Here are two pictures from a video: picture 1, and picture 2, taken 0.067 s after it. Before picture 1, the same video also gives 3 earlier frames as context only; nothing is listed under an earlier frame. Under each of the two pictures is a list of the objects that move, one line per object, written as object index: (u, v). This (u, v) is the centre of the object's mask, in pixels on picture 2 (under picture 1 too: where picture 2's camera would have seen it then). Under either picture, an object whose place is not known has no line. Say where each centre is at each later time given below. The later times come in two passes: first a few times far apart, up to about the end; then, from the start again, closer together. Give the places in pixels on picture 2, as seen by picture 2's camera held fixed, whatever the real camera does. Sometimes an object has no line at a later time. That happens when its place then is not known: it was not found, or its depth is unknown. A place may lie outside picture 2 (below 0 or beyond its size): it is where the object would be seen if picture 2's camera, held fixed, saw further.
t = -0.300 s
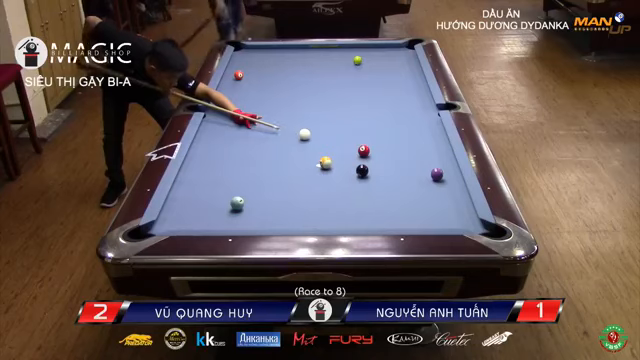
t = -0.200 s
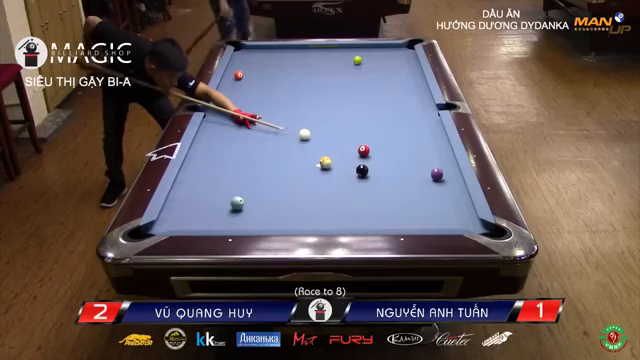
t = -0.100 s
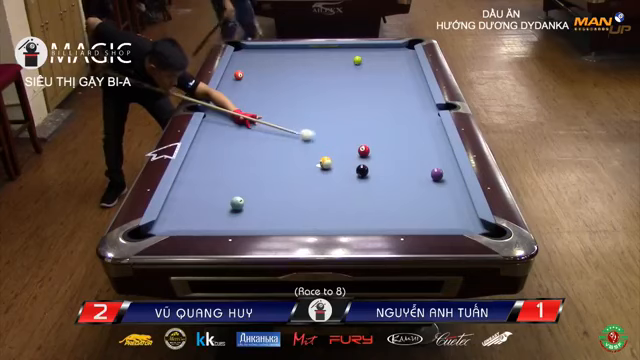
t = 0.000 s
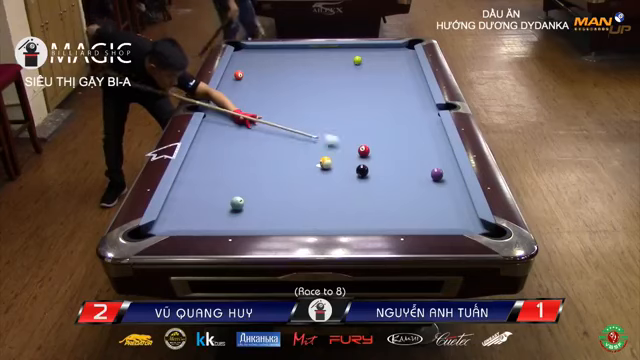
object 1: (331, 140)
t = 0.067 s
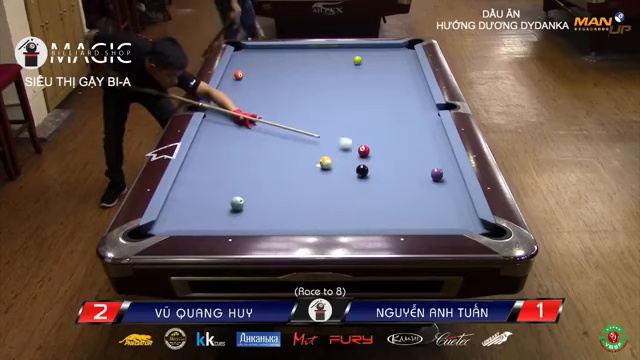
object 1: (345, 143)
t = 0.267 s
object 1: (369, 144)
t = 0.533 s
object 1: (390, 141)
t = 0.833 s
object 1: (412, 138)
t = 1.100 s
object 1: (429, 135)
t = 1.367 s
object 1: (437, 133)
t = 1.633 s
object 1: (428, 130)
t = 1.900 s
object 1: (419, 128)
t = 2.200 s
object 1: (410, 125)
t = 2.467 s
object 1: (403, 124)
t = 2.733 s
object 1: (398, 122)
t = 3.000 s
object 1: (393, 121)
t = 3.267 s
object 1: (389, 120)
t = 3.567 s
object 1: (386, 118)
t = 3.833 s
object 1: (384, 118)
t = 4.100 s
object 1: (383, 118)
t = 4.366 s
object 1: (383, 118)
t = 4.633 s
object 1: (383, 118)
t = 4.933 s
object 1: (383, 118)
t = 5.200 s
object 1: (383, 118)
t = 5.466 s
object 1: (383, 118)
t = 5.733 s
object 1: (383, 118)
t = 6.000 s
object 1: (383, 118)
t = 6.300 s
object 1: (383, 118)
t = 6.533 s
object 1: (383, 118)
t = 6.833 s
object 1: (383, 118)
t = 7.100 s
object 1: (383, 118)
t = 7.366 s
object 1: (383, 118)
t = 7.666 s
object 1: (383, 118)
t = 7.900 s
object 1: (383, 118)
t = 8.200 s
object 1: (383, 118)
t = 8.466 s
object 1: (383, 118)
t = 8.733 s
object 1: (383, 118)
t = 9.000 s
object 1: (383, 118)
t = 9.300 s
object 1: (383, 118)
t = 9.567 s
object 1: (383, 117)
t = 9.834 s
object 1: (383, 117)
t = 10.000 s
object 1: (383, 117)
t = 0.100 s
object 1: (351, 145)
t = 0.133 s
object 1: (356, 145)
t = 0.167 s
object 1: (360, 145)
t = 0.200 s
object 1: (363, 144)
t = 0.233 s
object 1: (366, 144)
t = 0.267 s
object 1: (369, 144)
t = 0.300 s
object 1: (372, 144)
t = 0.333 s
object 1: (375, 144)
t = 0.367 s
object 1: (377, 144)
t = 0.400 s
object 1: (380, 143)
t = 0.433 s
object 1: (383, 142)
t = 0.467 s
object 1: (385, 142)
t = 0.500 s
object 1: (387, 141)
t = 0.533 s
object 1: (390, 141)
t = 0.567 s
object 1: (393, 141)
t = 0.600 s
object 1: (395, 140)
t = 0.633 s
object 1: (397, 140)
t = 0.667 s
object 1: (400, 140)
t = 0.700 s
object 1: (402, 139)
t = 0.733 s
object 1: (404, 139)
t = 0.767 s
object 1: (407, 138)
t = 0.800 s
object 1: (409, 138)
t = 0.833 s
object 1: (412, 138)
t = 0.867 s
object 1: (414, 138)
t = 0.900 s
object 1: (416, 137)
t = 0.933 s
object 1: (419, 137)
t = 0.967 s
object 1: (421, 137)
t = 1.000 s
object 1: (423, 136)
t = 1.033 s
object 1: (425, 136)
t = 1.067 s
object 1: (427, 136)
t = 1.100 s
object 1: (429, 135)
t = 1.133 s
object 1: (431, 135)
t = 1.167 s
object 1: (433, 135)
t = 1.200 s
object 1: (436, 134)
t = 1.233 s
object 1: (438, 134)
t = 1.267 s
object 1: (440, 134)
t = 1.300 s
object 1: (440, 134)
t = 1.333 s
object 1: (439, 133)
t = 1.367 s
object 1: (437, 133)
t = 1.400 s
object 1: (436, 133)
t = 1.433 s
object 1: (435, 132)
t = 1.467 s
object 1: (433, 131)
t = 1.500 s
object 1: (432, 131)
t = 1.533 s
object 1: (431, 131)
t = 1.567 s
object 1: (430, 131)
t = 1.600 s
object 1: (429, 130)
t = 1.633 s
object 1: (428, 130)
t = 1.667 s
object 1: (426, 129)
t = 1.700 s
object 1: (425, 129)
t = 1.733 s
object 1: (424, 129)
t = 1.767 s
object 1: (423, 129)
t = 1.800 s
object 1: (422, 129)
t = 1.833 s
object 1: (421, 128)
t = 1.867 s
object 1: (420, 128)
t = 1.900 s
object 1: (419, 128)
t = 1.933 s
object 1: (418, 127)
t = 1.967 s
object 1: (417, 127)
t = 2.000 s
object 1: (416, 127)
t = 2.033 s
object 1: (415, 126)
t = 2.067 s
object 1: (414, 126)
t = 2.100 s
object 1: (413, 126)
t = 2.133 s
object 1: (412, 126)
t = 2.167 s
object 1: (411, 125)
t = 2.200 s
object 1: (410, 125)
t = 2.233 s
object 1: (409, 125)
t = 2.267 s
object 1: (408, 125)
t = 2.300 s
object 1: (408, 125)
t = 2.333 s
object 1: (407, 124)
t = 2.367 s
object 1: (406, 124)
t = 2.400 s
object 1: (405, 124)
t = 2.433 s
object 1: (404, 124)
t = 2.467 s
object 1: (403, 124)
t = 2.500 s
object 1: (403, 123)
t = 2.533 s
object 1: (402, 123)
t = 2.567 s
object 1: (401, 123)
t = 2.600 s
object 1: (400, 123)
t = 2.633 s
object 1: (400, 123)
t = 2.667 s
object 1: (399, 123)
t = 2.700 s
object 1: (399, 122)
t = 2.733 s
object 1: (398, 122)
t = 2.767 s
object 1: (397, 122)
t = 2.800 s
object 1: (397, 122)
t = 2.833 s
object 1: (396, 122)
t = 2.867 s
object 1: (396, 121)
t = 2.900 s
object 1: (395, 121)
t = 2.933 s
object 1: (394, 121)
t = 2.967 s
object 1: (394, 121)
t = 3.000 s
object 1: (393, 121)
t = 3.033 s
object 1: (393, 120)
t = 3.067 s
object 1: (392, 121)
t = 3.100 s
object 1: (392, 120)
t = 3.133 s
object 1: (391, 120)
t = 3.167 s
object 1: (391, 120)
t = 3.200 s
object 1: (390, 120)
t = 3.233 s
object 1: (390, 120)
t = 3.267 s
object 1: (389, 120)
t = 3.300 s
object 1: (389, 119)
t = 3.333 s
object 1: (389, 119)
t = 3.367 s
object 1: (389, 119)
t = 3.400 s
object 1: (389, 119)
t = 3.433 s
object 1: (388, 119)
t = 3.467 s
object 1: (387, 119)
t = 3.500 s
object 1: (387, 119)
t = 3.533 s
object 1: (386, 119)
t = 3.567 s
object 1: (386, 118)
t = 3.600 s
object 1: (386, 118)
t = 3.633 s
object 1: (386, 118)
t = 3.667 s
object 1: (386, 118)
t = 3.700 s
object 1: (385, 119)
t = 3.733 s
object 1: (385, 118)
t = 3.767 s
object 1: (385, 118)
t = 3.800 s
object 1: (384, 118)
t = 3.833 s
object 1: (384, 118)
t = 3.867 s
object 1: (384, 118)
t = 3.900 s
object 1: (384, 118)
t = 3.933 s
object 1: (384, 118)
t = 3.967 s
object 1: (384, 118)
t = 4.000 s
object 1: (384, 118)
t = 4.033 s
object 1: (384, 118)
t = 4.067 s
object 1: (383, 118)
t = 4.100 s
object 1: (383, 118)
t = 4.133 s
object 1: (383, 118)
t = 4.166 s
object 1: (383, 118)
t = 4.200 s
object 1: (383, 118)
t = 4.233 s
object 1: (383, 118)
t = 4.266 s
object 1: (383, 118)
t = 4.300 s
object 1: (383, 118)
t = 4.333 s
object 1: (383, 118)
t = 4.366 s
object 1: (383, 118)
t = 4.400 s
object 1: (383, 118)
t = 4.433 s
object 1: (383, 118)
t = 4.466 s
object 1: (383, 118)
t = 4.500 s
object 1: (383, 118)
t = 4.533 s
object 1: (383, 118)
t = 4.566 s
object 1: (383, 118)
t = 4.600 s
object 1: (383, 118)
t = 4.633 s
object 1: (383, 118)
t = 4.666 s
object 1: (383, 118)
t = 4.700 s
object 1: (383, 118)
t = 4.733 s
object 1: (383, 118)
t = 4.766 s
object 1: (383, 118)
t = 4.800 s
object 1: (383, 118)
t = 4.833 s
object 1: (383, 118)
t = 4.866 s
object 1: (383, 118)
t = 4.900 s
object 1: (383, 118)
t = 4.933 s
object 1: (383, 118)
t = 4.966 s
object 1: (383, 118)
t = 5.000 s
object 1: (383, 118)
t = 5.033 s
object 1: (383, 118)
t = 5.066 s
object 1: (383, 118)
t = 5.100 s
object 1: (383, 118)
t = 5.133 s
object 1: (383, 118)
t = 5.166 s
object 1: (383, 118)
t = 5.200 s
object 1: (383, 118)
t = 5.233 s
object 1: (383, 118)
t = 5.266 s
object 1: (383, 118)
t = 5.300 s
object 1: (383, 118)
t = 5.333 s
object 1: (383, 118)
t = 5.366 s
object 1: (383, 118)
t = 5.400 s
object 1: (383, 118)
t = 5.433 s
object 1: (383, 118)
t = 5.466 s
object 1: (383, 118)
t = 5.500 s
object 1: (383, 118)
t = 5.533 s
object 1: (383, 118)
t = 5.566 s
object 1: (383, 118)
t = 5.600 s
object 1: (383, 118)
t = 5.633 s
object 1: (383, 118)
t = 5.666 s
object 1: (383, 118)
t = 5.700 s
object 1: (383, 118)
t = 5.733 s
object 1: (383, 118)
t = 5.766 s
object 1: (383, 118)
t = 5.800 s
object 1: (383, 118)
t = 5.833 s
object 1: (383, 118)
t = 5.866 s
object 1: (383, 118)
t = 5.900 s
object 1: (383, 118)
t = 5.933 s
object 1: (383, 118)
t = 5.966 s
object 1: (383, 118)
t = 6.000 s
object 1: (383, 118)
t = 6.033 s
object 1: (383, 118)
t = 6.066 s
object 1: (383, 118)
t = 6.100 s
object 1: (383, 118)
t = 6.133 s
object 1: (383, 118)
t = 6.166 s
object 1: (383, 118)
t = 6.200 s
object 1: (383, 118)
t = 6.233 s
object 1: (383, 118)
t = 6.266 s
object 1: (383, 118)
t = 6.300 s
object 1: (383, 118)
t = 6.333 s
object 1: (383, 118)
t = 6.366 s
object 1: (383, 118)
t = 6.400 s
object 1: (383, 118)
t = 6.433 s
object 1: (383, 118)
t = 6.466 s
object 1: (383, 118)
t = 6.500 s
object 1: (383, 118)
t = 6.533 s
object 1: (383, 118)
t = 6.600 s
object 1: (383, 118)
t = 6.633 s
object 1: (383, 118)
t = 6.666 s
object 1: (383, 118)
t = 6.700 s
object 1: (383, 118)
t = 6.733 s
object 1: (383, 118)
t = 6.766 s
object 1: (383, 118)
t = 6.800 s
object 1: (383, 118)
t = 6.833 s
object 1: (383, 118)
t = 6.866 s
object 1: (383, 118)
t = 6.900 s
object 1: (383, 118)
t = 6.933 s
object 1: (383, 118)
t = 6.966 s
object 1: (383, 118)
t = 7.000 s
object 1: (383, 118)
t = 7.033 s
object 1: (383, 118)
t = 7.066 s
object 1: (383, 118)
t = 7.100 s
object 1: (383, 118)
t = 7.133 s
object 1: (383, 118)
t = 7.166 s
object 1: (383, 118)
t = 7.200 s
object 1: (383, 118)
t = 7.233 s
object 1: (383, 118)
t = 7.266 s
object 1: (383, 118)
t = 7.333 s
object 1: (383, 118)
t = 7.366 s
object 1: (383, 118)
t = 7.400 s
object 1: (383, 118)
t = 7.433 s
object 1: (383, 118)
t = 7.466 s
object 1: (383, 118)
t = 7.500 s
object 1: (383, 118)
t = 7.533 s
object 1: (383, 118)
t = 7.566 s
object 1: (383, 118)
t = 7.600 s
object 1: (383, 118)
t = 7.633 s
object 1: (383, 118)
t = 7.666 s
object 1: (383, 118)
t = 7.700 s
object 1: (383, 118)
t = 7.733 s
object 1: (383, 118)
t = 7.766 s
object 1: (383, 118)
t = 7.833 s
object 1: (383, 118)
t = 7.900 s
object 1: (383, 118)
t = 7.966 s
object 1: (383, 118)
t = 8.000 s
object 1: (383, 118)
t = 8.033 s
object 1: (383, 118)
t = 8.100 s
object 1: (383, 118)
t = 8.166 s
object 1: (383, 118)
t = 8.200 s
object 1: (383, 118)
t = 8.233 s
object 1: (383, 118)
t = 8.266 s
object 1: (383, 118)
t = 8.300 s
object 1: (383, 118)
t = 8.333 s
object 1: (383, 118)
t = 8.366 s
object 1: (383, 118)
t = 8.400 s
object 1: (383, 118)
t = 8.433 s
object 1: (383, 118)
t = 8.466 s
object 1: (383, 118)
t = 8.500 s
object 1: (383, 118)
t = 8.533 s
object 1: (383, 118)
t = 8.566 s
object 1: (383, 118)
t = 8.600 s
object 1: (383, 118)
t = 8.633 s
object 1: (383, 118)
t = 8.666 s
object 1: (383, 118)
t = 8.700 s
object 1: (383, 118)
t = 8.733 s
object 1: (383, 118)
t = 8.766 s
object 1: (383, 118)
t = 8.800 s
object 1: (383, 118)
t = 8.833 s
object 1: (383, 118)
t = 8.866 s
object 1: (383, 118)
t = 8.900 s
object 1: (383, 118)
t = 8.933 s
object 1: (383, 118)
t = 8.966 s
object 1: (383, 118)
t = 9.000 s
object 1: (383, 118)
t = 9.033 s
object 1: (383, 118)
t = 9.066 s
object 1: (383, 118)
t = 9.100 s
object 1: (383, 118)
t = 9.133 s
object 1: (383, 118)
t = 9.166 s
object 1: (383, 118)
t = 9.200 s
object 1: (383, 118)
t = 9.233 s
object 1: (383, 118)
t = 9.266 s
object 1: (383, 118)
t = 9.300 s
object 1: (383, 118)
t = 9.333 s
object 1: (383, 118)
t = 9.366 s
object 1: (383, 118)
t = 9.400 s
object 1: (383, 118)
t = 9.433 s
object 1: (383, 118)
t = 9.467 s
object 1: (383, 117)
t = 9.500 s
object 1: (383, 117)
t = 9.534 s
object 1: (383, 117)
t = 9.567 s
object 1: (383, 117)
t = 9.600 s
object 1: (383, 117)
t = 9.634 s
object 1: (383, 117)
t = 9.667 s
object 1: (383, 117)
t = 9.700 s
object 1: (383, 117)
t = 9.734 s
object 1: (383, 117)
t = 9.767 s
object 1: (383, 117)
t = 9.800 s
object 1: (383, 117)
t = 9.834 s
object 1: (383, 117)
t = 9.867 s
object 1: (383, 117)
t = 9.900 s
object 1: (383, 117)
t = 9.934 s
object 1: (383, 118)
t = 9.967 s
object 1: (383, 117)
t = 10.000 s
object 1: (383, 117)
